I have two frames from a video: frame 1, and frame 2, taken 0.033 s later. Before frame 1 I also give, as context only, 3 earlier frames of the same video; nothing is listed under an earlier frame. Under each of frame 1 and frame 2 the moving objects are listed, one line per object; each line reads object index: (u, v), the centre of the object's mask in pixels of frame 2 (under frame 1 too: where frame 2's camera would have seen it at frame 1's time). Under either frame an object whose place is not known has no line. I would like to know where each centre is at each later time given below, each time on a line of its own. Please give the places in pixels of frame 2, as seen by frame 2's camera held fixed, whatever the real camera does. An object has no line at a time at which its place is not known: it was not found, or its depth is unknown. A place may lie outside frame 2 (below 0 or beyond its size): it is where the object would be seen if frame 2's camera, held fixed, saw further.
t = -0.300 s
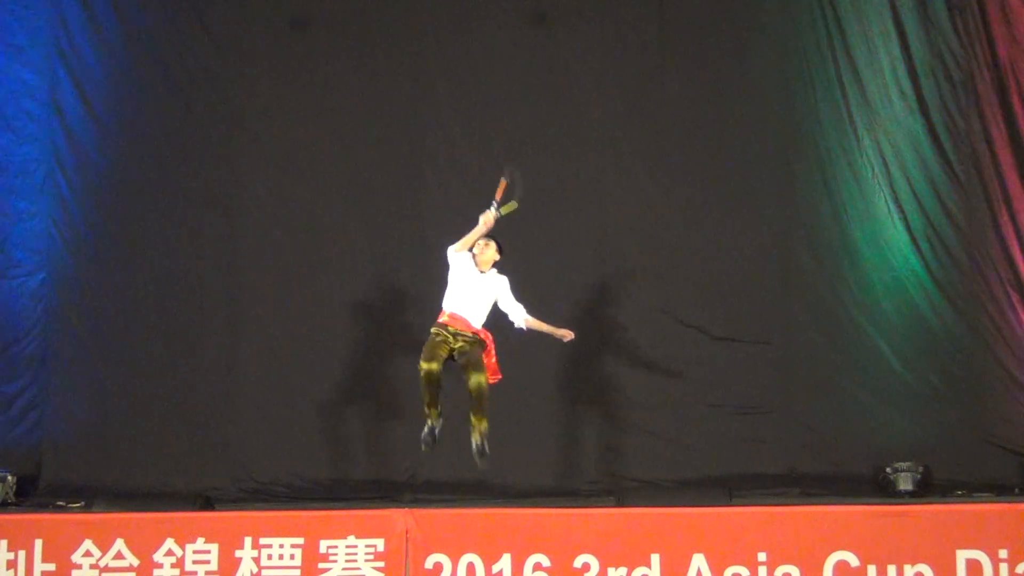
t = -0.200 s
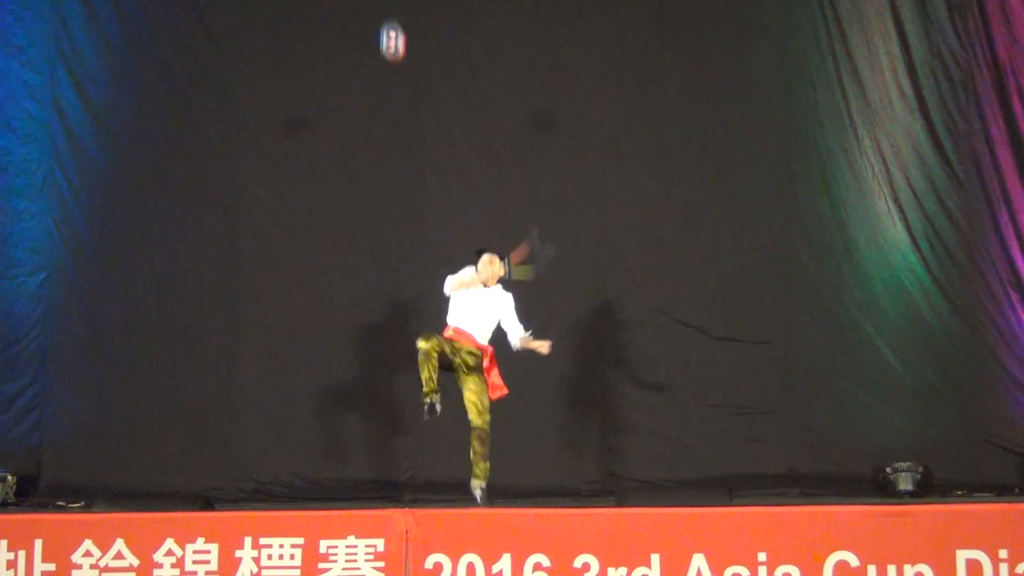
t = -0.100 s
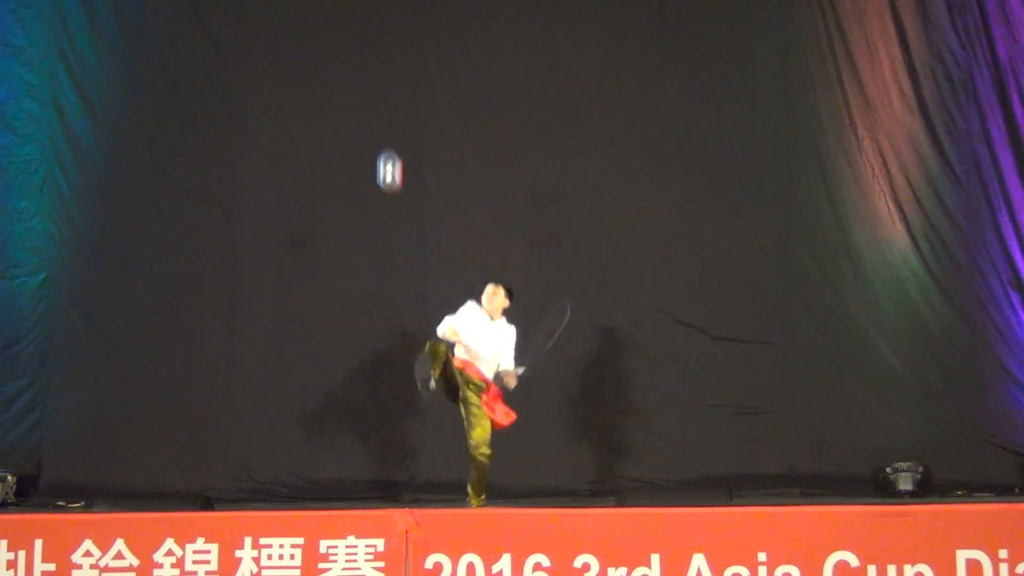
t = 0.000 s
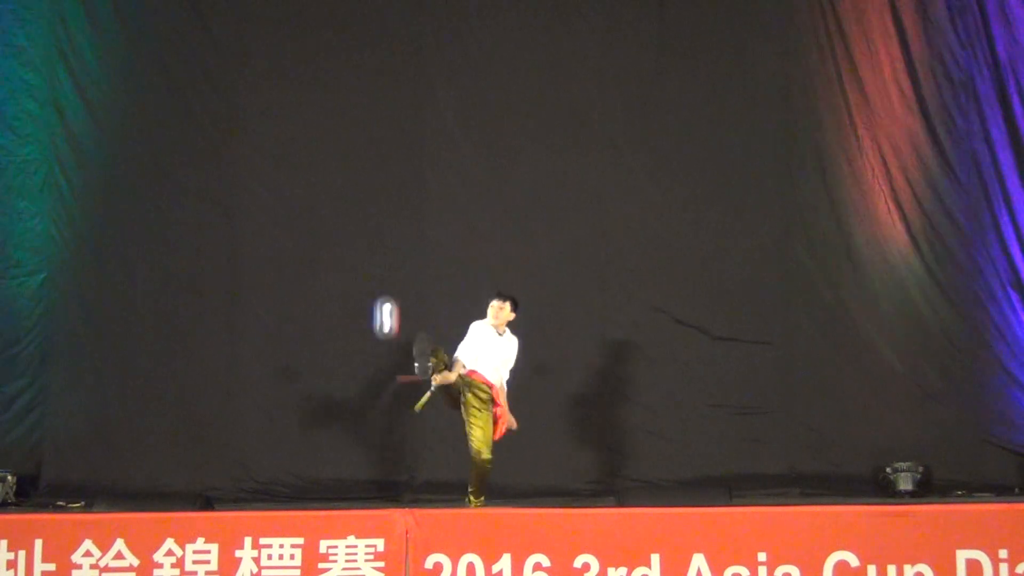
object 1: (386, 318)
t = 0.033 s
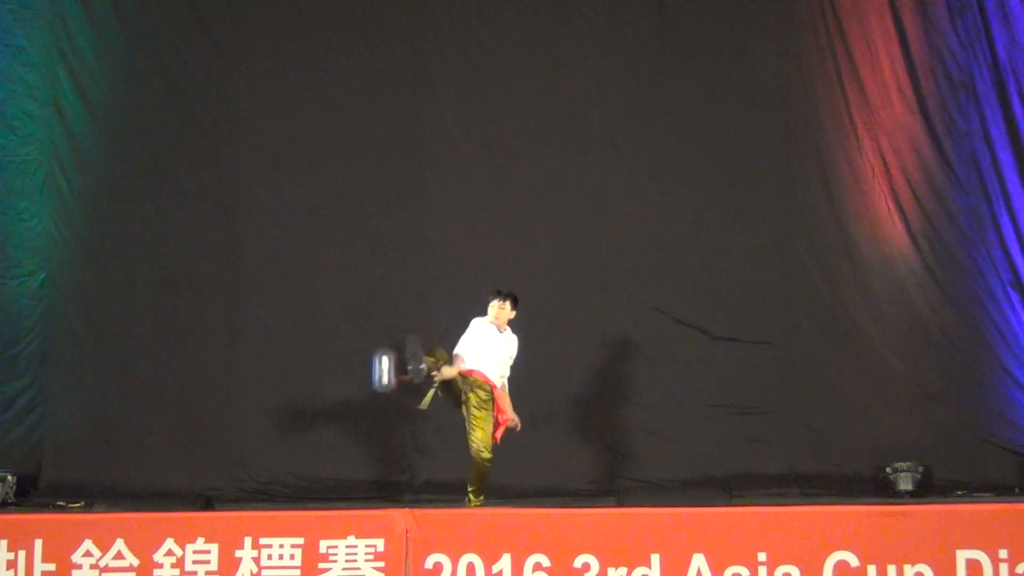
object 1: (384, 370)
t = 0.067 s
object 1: (384, 425)
